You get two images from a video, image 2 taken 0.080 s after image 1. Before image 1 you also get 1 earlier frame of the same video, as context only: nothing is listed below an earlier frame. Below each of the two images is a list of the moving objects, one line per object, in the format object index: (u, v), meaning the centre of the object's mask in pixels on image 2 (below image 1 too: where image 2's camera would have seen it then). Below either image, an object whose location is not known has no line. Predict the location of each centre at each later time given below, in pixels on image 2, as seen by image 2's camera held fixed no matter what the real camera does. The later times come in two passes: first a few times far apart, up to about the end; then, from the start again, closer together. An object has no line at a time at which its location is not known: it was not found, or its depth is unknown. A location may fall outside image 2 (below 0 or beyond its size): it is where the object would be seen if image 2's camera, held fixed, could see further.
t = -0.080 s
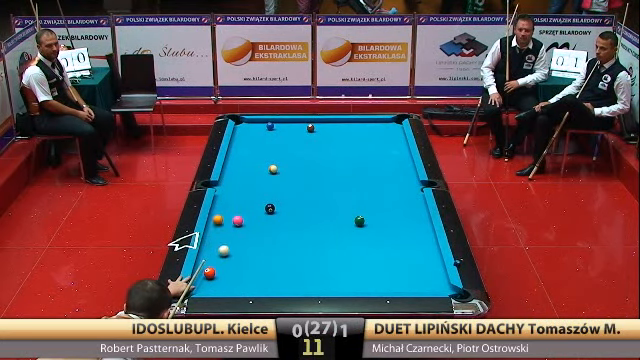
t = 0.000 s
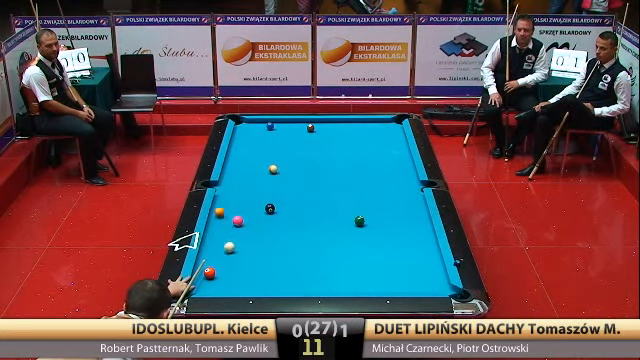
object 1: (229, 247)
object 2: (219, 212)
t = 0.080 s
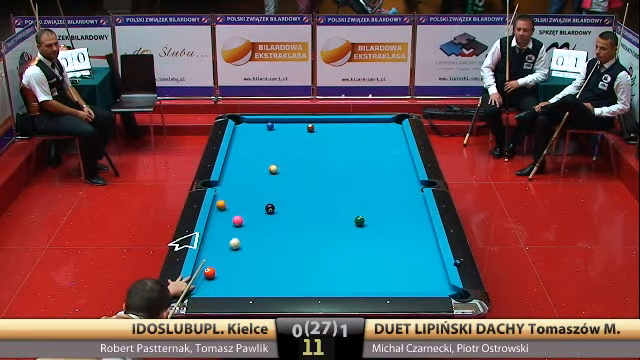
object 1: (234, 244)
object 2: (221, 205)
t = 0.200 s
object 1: (242, 238)
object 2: (223, 194)
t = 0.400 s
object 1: (254, 231)
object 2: (228, 179)
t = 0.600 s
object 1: (265, 223)
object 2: (231, 164)
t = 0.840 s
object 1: (278, 215)
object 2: (234, 149)
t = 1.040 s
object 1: (288, 209)
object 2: (237, 137)
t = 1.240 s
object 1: (297, 203)
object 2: (240, 127)
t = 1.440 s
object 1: (306, 197)
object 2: (236, 120)
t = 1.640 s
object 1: (314, 192)
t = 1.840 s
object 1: (321, 187)
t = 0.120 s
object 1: (237, 242)
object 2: (222, 201)
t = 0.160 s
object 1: (240, 240)
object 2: (223, 198)
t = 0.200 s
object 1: (242, 238)
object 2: (223, 194)
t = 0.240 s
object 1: (245, 237)
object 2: (224, 191)
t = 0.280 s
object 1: (247, 235)
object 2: (225, 188)
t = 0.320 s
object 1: (249, 234)
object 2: (226, 185)
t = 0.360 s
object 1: (252, 232)
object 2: (227, 182)
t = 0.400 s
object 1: (254, 231)
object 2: (228, 179)
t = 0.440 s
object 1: (257, 229)
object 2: (228, 176)
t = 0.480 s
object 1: (259, 228)
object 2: (229, 173)
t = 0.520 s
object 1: (261, 226)
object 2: (229, 170)
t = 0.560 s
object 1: (263, 225)
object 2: (230, 167)
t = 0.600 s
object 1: (265, 223)
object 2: (231, 164)
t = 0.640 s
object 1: (268, 222)
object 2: (232, 162)
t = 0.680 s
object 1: (270, 221)
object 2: (232, 159)
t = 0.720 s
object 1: (272, 219)
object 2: (233, 156)
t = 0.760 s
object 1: (274, 218)
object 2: (233, 154)
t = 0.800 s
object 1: (276, 217)
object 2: (234, 151)
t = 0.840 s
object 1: (278, 215)
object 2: (234, 149)
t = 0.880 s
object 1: (280, 214)
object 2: (235, 147)
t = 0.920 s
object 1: (282, 213)
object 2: (235, 145)
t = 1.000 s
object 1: (286, 210)
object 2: (236, 140)
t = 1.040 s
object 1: (288, 209)
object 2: (237, 137)
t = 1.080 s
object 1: (290, 208)
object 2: (238, 135)
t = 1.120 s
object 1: (292, 207)
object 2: (238, 133)
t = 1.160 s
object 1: (294, 206)
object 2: (239, 131)
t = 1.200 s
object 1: (296, 204)
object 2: (239, 129)
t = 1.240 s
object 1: (297, 203)
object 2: (240, 127)
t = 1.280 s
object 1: (299, 202)
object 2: (240, 125)
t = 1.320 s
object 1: (301, 201)
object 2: (240, 123)
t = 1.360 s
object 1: (303, 200)
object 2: (241, 121)
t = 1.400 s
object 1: (304, 199)
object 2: (239, 120)
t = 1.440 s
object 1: (306, 197)
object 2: (236, 120)
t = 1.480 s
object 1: (307, 196)
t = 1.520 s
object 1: (309, 195)
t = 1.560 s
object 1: (311, 194)
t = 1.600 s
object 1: (312, 193)
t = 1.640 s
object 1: (314, 192)
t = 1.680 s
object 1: (315, 191)
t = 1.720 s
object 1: (316, 190)
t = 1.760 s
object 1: (318, 189)
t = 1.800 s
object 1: (320, 188)
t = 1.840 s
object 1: (321, 187)
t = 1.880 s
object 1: (323, 186)
